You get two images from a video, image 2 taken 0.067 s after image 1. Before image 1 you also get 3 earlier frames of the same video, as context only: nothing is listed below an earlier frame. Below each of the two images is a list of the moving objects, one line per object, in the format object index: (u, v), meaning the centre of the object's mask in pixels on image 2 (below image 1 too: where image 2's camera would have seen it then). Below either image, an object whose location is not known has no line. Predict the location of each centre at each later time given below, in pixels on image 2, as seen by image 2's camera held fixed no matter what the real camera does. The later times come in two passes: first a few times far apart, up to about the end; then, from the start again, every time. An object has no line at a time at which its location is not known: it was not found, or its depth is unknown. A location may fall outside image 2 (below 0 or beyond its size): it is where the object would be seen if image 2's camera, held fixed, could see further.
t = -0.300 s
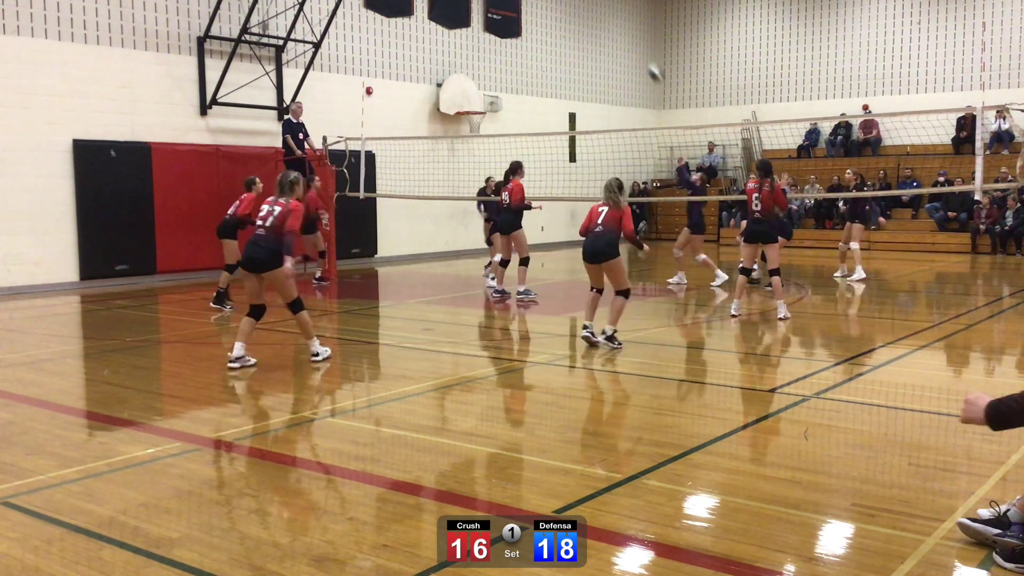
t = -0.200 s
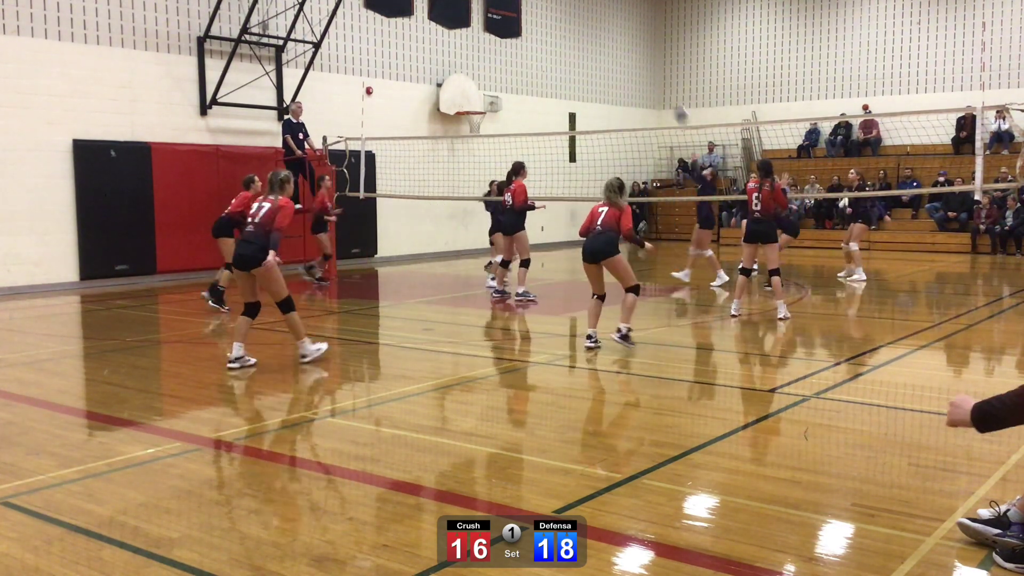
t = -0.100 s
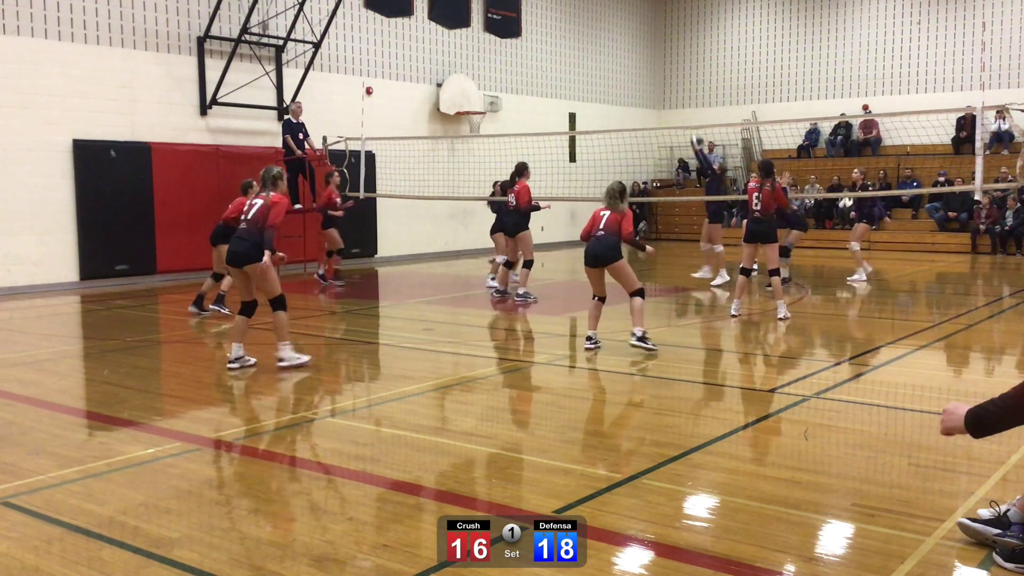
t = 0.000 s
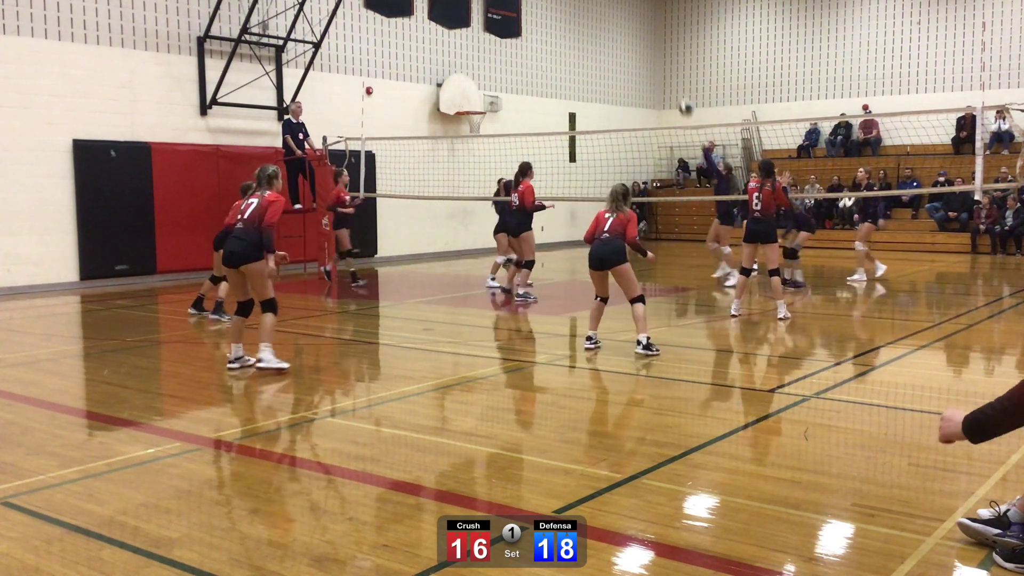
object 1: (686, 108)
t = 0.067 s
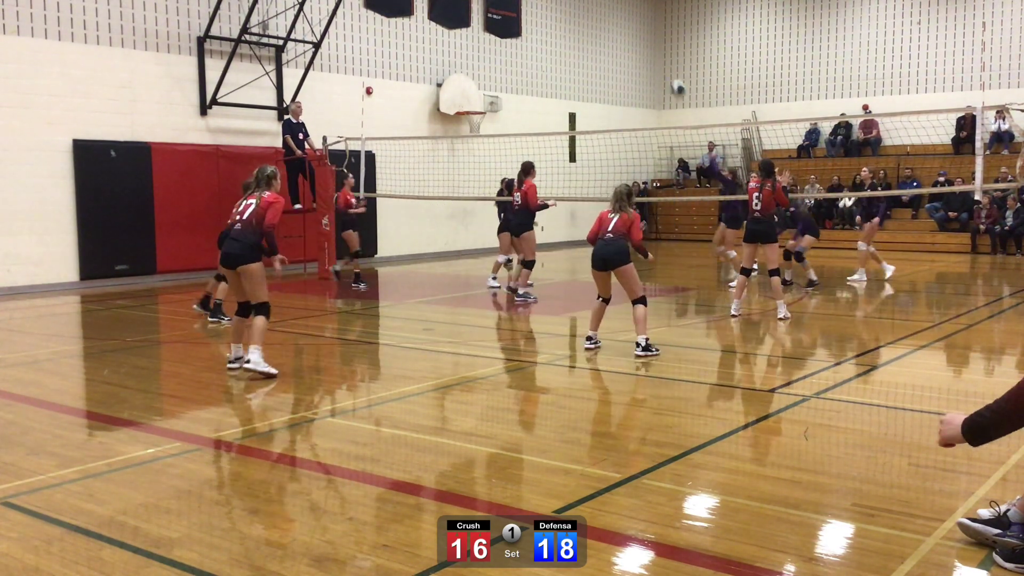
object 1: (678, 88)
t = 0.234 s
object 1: (658, 53)
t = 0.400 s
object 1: (638, 36)
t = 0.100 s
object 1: (674, 80)
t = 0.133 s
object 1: (670, 72)
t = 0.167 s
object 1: (666, 65)
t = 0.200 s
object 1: (662, 58)
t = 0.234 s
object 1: (658, 53)
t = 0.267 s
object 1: (654, 48)
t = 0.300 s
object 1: (650, 44)
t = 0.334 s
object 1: (646, 41)
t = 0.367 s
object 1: (642, 38)
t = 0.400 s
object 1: (638, 36)
